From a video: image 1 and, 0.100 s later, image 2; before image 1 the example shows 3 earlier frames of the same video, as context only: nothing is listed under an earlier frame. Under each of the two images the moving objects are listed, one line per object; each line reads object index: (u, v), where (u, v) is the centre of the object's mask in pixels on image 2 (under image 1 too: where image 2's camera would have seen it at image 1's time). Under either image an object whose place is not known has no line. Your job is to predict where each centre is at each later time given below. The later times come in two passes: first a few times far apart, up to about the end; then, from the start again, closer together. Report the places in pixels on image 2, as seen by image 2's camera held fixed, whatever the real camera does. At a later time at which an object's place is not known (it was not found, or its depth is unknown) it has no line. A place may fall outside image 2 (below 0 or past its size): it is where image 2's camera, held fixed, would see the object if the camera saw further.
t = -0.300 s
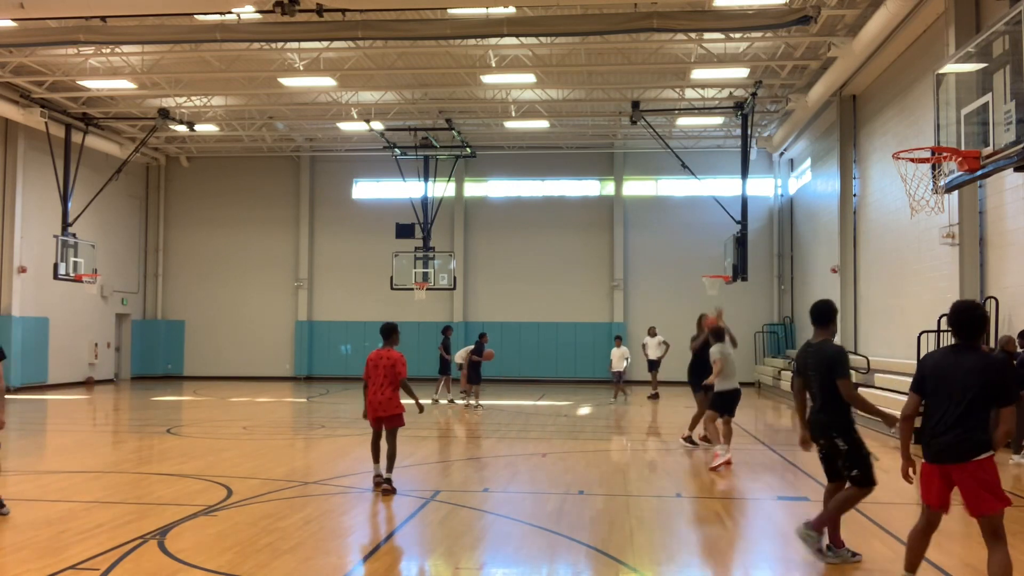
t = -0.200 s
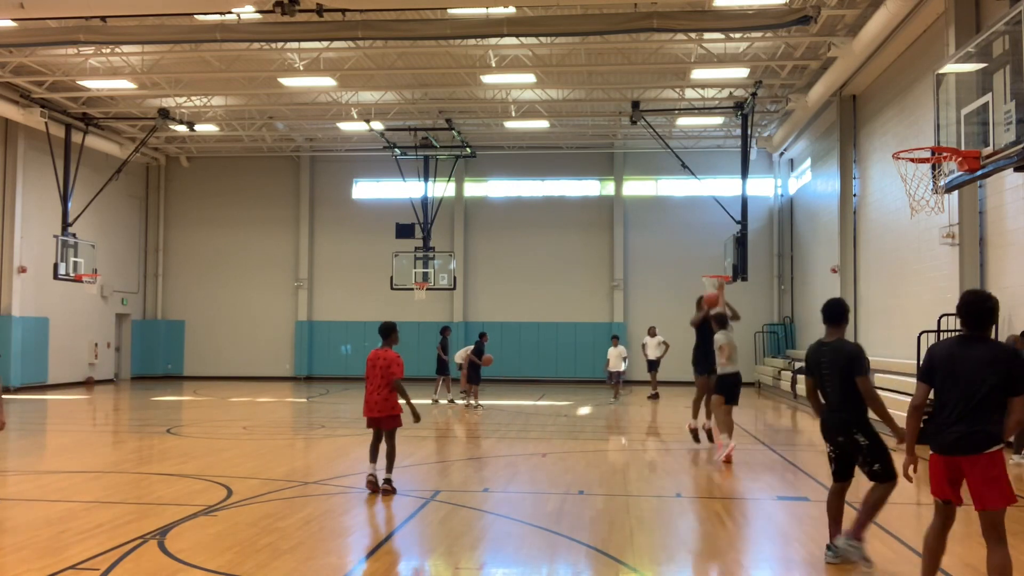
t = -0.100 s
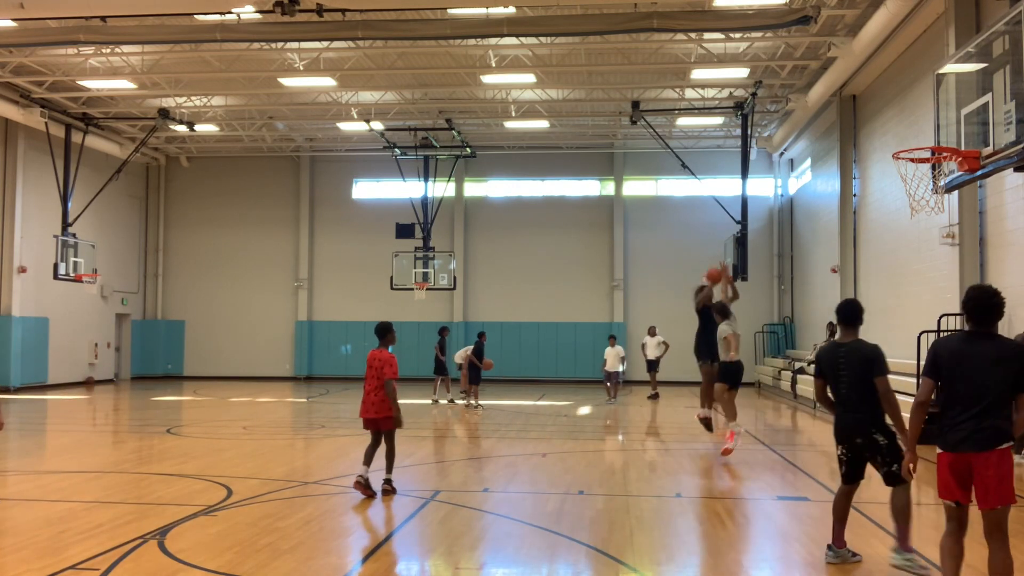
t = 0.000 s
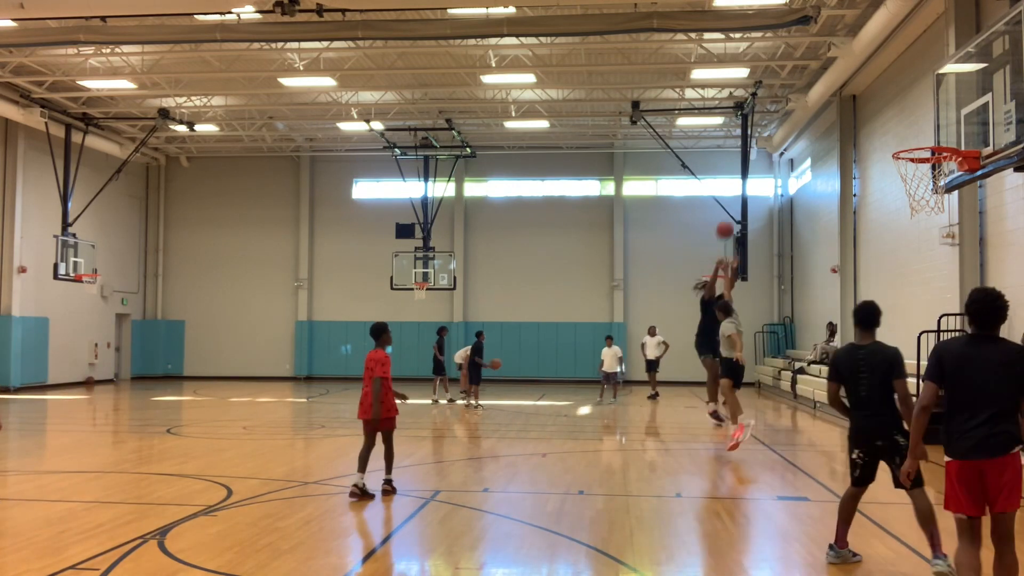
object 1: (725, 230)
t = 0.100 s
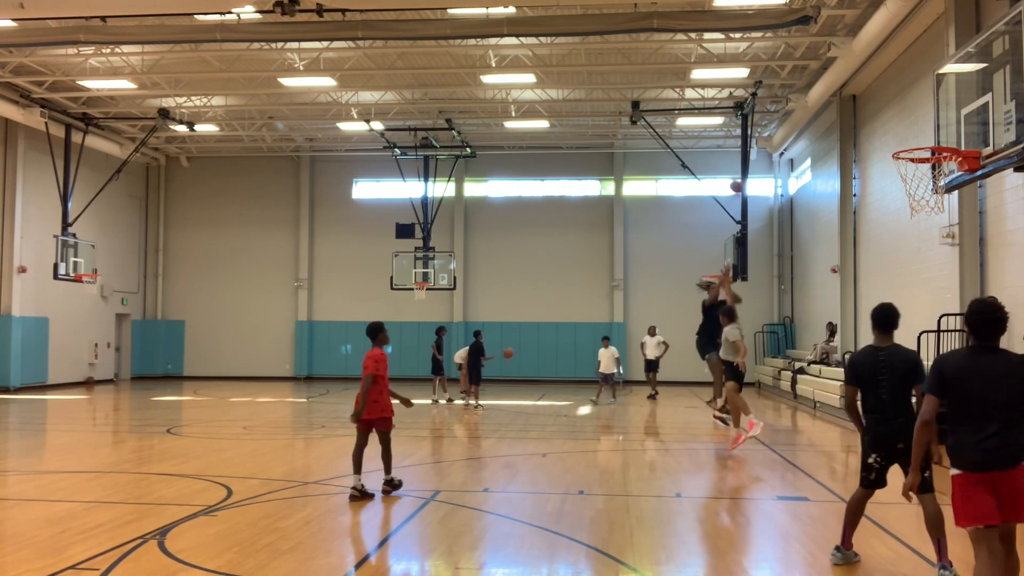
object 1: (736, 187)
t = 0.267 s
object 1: (758, 125)
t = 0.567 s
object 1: (805, 55)
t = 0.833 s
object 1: (861, 53)
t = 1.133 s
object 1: (940, 150)
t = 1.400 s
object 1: (890, 176)
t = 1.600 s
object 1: (914, 205)
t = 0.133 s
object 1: (741, 171)
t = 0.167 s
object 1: (745, 160)
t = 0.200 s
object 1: (749, 148)
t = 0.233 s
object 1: (753, 136)
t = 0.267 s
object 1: (758, 125)
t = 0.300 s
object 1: (762, 115)
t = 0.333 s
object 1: (767, 104)
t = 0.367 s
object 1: (773, 95)
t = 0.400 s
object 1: (778, 87)
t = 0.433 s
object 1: (783, 80)
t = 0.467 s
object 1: (789, 72)
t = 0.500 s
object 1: (794, 66)
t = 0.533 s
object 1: (800, 60)
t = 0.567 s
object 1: (805, 55)
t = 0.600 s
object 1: (813, 51)
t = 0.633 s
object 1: (818, 48)
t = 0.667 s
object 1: (825, 46)
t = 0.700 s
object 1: (831, 45)
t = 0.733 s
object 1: (838, 45)
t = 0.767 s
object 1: (846, 46)
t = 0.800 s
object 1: (853, 49)
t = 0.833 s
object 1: (861, 53)
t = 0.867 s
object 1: (869, 58)
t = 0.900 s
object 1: (877, 64)
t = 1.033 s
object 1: (913, 104)
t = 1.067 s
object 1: (922, 117)
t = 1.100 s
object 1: (933, 133)
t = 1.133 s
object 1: (940, 150)
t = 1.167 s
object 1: (918, 164)
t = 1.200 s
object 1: (901, 176)
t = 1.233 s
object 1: (892, 179)
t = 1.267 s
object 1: (889, 176)
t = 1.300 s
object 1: (888, 174)
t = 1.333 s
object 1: (888, 173)
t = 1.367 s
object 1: (889, 174)
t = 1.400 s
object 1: (890, 176)
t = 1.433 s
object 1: (892, 178)
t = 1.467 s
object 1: (895, 182)
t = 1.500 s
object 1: (898, 187)
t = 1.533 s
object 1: (902, 193)
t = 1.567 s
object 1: (908, 199)
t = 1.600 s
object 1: (914, 205)
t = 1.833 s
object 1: (952, 272)
